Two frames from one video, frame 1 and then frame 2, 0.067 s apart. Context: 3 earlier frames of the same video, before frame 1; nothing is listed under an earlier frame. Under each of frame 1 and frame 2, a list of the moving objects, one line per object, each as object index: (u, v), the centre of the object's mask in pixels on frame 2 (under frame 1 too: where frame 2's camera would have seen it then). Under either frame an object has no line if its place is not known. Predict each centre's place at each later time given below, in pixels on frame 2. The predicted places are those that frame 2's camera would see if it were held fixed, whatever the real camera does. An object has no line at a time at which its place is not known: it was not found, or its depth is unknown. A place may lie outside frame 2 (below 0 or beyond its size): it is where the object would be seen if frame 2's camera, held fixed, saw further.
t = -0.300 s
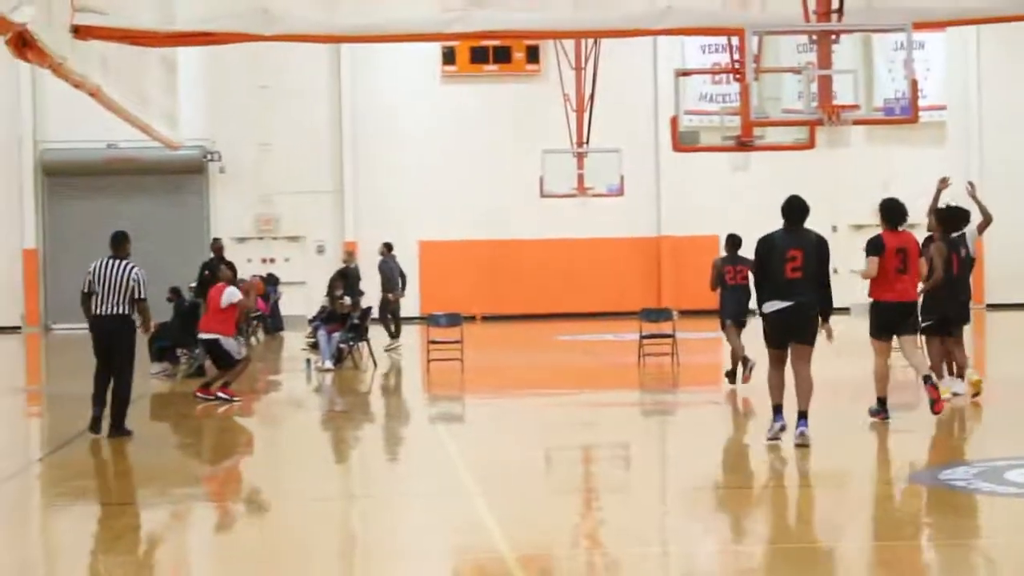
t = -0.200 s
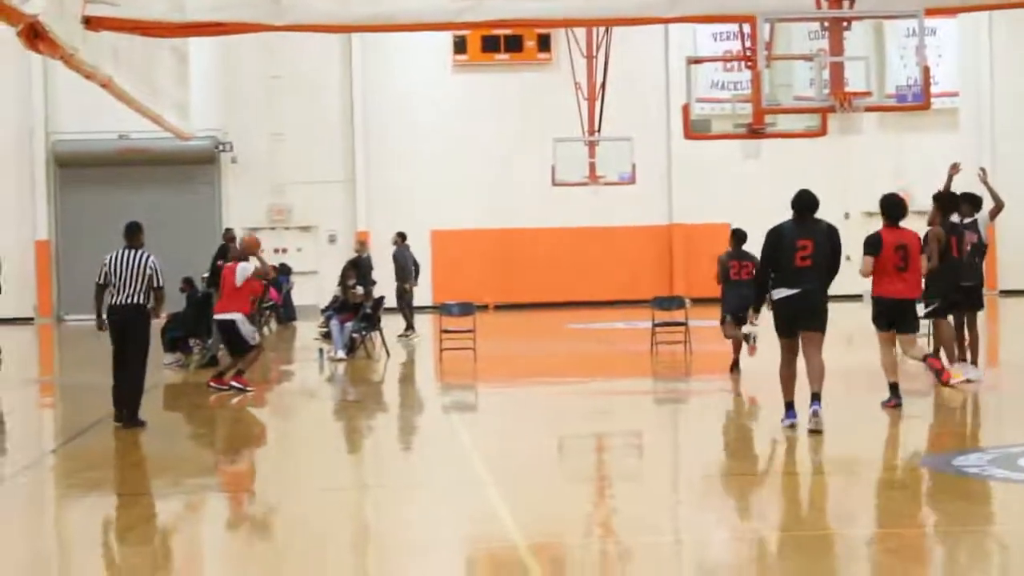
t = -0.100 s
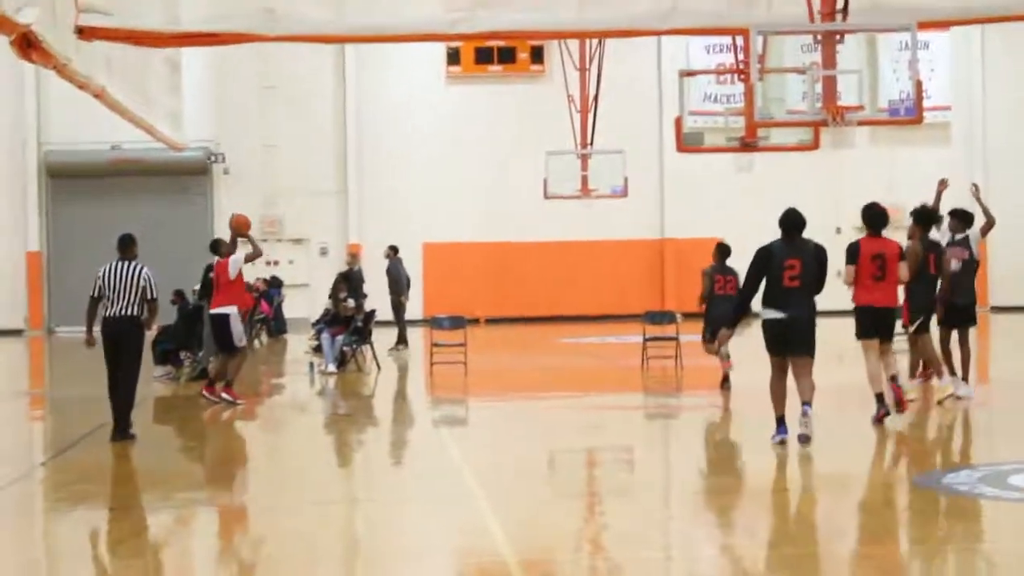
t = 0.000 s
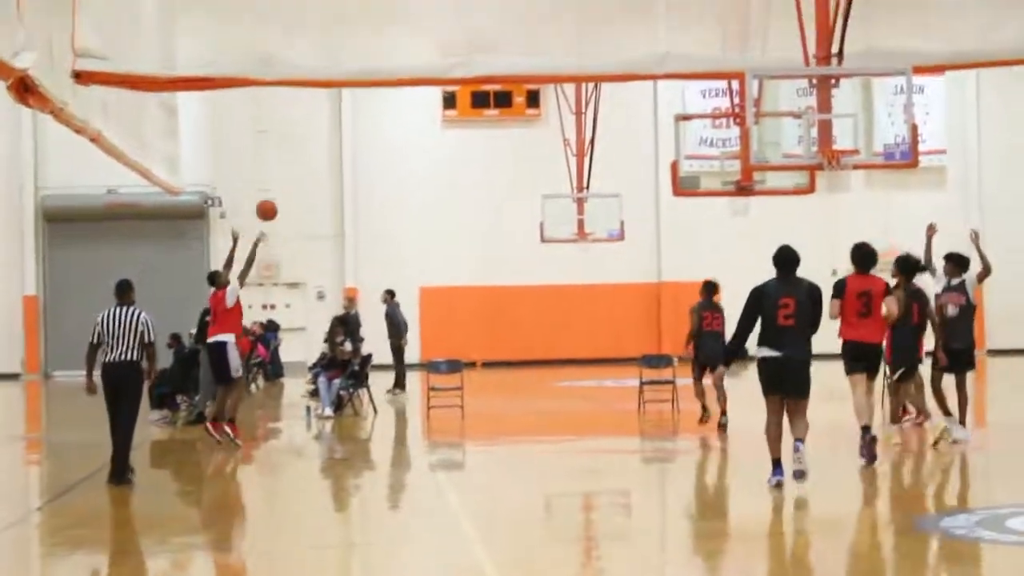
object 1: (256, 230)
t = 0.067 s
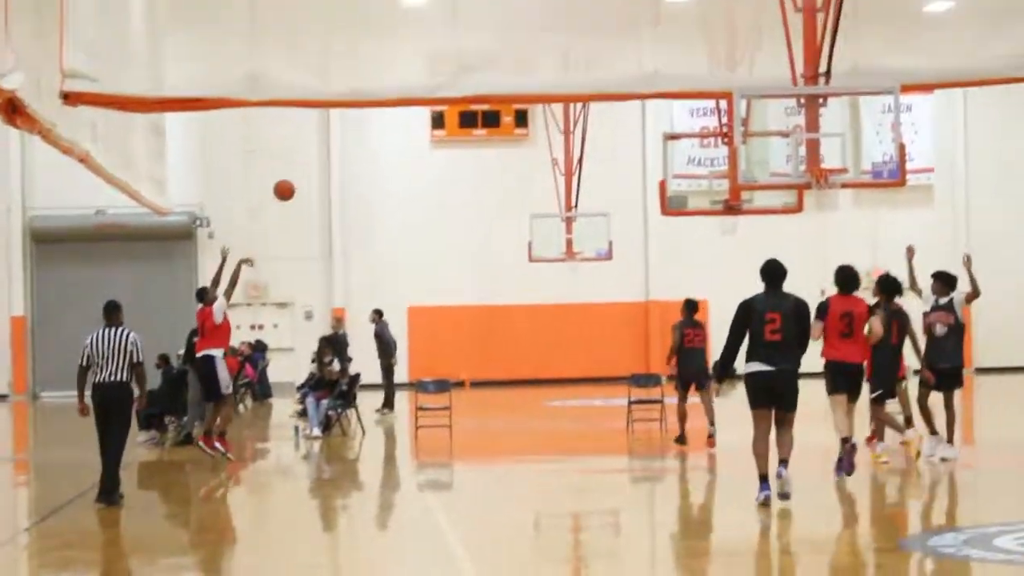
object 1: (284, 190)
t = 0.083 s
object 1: (291, 181)
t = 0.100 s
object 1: (298, 171)
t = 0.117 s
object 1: (306, 162)
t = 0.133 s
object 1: (313, 153)
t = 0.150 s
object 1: (321, 145)
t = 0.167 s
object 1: (328, 137)
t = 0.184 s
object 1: (335, 129)
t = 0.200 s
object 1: (343, 121)
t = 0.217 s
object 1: (348, 116)
